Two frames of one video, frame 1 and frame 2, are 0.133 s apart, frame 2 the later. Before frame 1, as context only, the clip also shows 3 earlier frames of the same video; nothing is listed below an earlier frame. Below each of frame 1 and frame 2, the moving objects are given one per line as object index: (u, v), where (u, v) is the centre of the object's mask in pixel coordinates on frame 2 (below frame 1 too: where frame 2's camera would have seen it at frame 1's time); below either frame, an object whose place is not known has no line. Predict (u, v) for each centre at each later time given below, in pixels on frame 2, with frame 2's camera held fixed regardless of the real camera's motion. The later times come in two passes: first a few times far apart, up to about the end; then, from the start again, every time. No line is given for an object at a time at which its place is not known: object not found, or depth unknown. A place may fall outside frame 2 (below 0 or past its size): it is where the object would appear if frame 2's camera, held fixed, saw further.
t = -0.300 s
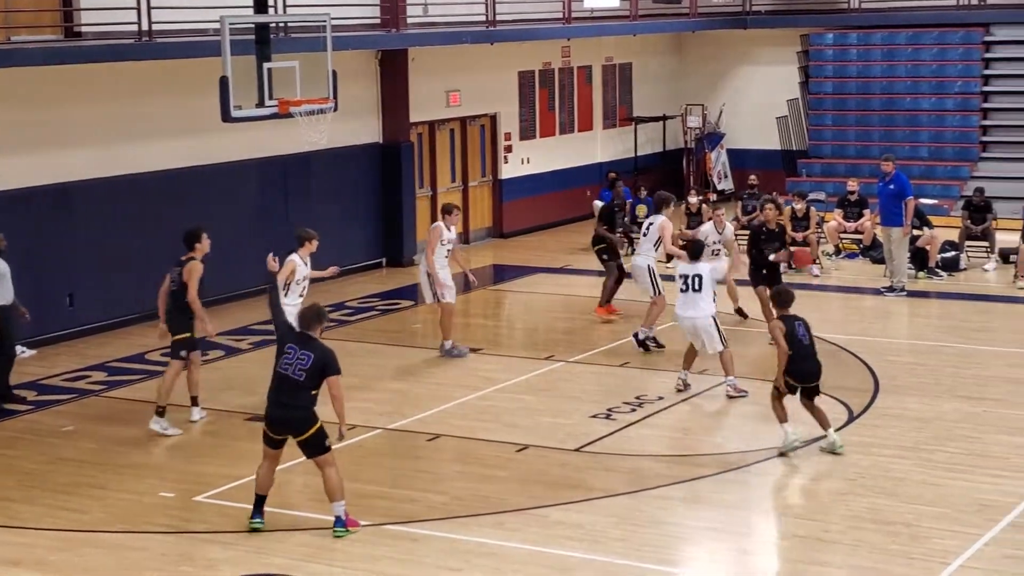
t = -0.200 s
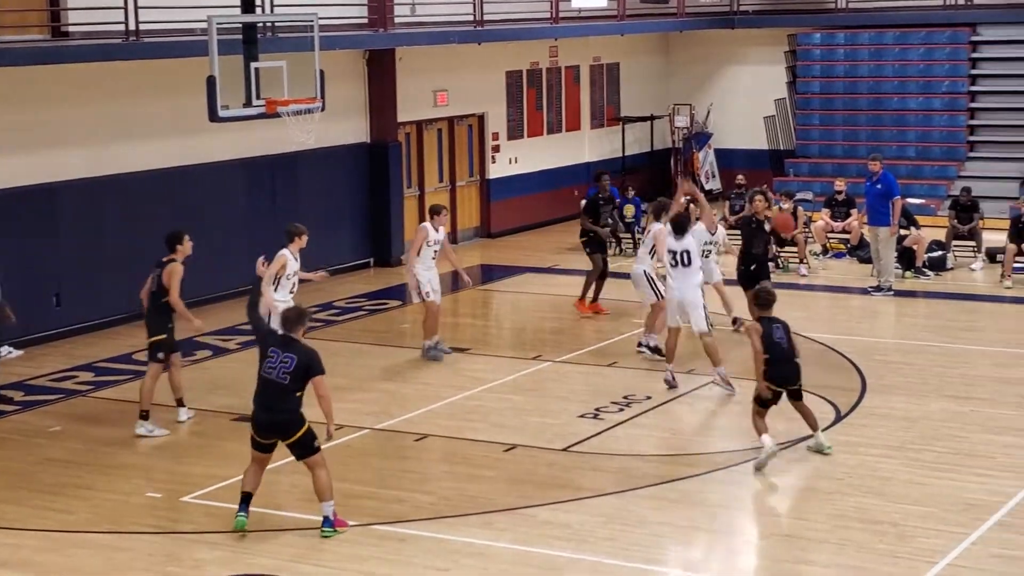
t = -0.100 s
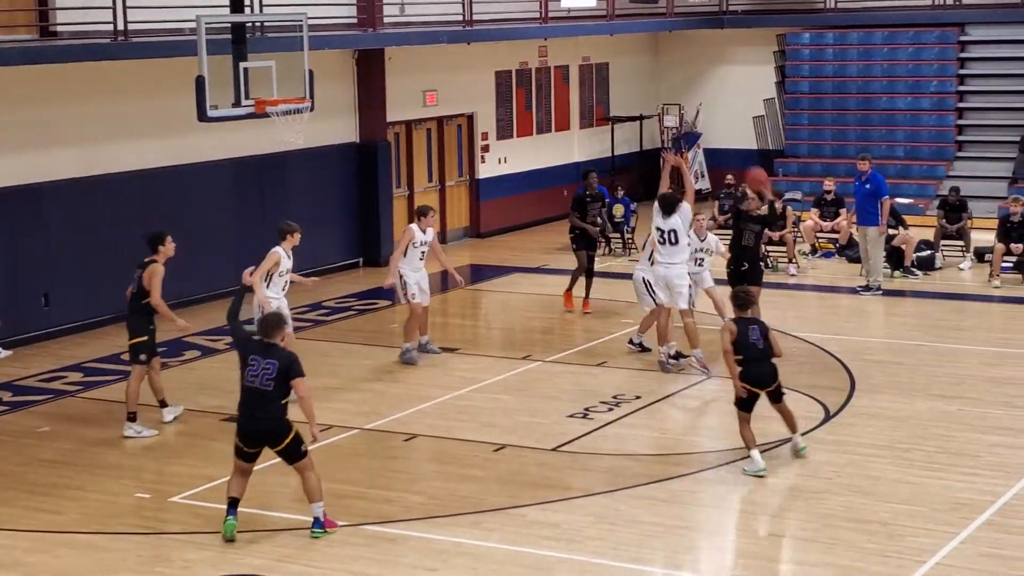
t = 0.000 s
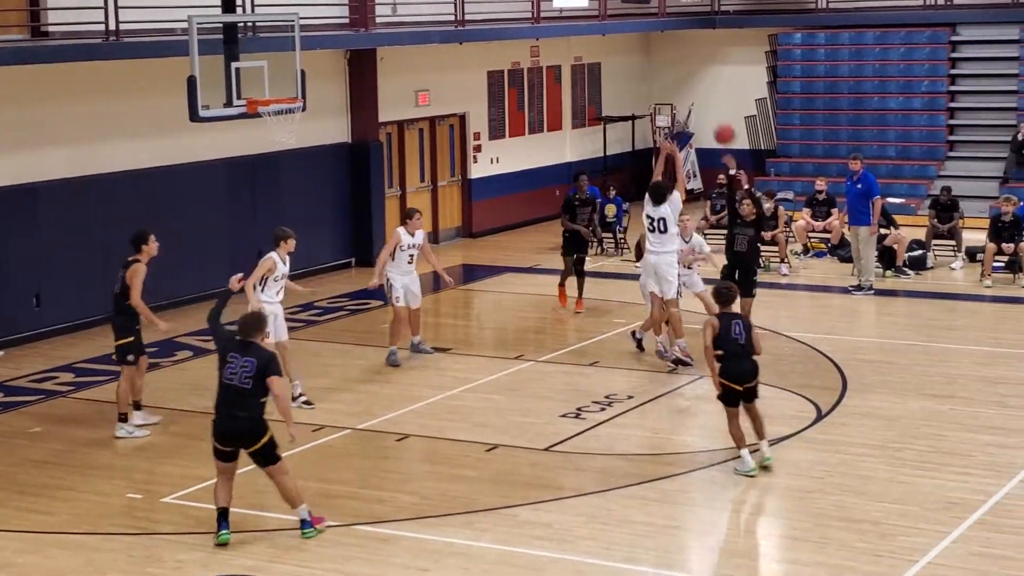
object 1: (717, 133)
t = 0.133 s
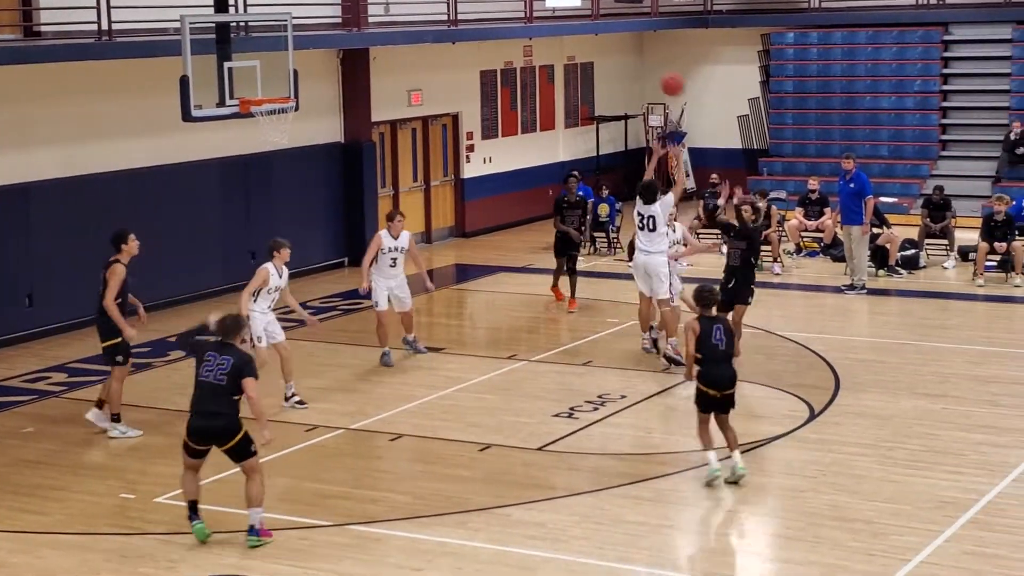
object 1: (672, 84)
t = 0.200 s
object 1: (649, 65)
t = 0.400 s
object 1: (572, 26)
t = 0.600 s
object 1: (487, 23)
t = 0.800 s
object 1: (393, 65)
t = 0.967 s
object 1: (305, 140)
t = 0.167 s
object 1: (661, 75)
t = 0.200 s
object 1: (649, 65)
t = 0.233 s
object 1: (637, 56)
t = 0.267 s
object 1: (624, 48)
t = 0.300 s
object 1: (611, 41)
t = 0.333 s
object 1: (599, 35)
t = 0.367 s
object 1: (586, 30)
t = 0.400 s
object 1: (572, 26)
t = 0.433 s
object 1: (560, 22)
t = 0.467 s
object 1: (545, 21)
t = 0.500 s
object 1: (531, 20)
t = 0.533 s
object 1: (517, 20)
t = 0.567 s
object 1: (502, 21)
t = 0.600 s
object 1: (487, 23)
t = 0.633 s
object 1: (472, 27)
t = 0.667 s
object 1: (457, 32)
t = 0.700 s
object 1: (441, 38)
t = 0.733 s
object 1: (425, 46)
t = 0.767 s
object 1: (409, 54)
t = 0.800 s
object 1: (393, 65)
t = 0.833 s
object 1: (374, 77)
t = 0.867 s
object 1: (358, 90)
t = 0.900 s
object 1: (342, 104)
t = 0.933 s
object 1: (323, 121)
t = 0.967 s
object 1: (305, 140)
